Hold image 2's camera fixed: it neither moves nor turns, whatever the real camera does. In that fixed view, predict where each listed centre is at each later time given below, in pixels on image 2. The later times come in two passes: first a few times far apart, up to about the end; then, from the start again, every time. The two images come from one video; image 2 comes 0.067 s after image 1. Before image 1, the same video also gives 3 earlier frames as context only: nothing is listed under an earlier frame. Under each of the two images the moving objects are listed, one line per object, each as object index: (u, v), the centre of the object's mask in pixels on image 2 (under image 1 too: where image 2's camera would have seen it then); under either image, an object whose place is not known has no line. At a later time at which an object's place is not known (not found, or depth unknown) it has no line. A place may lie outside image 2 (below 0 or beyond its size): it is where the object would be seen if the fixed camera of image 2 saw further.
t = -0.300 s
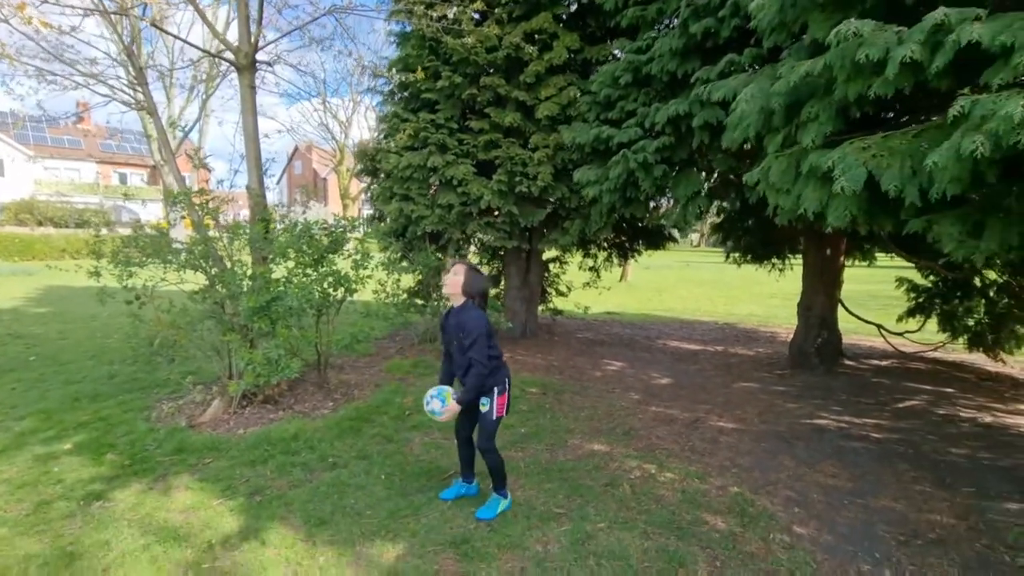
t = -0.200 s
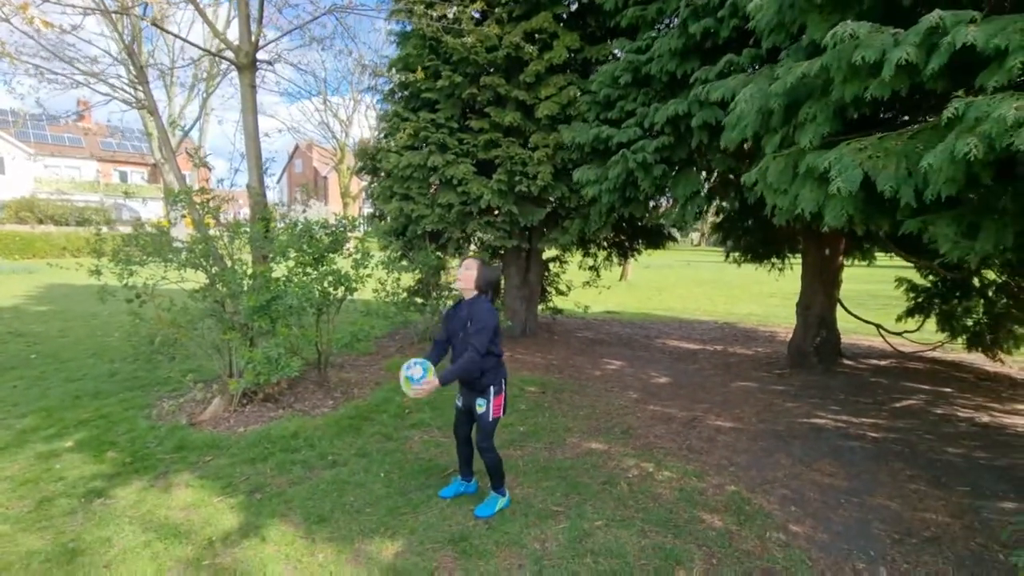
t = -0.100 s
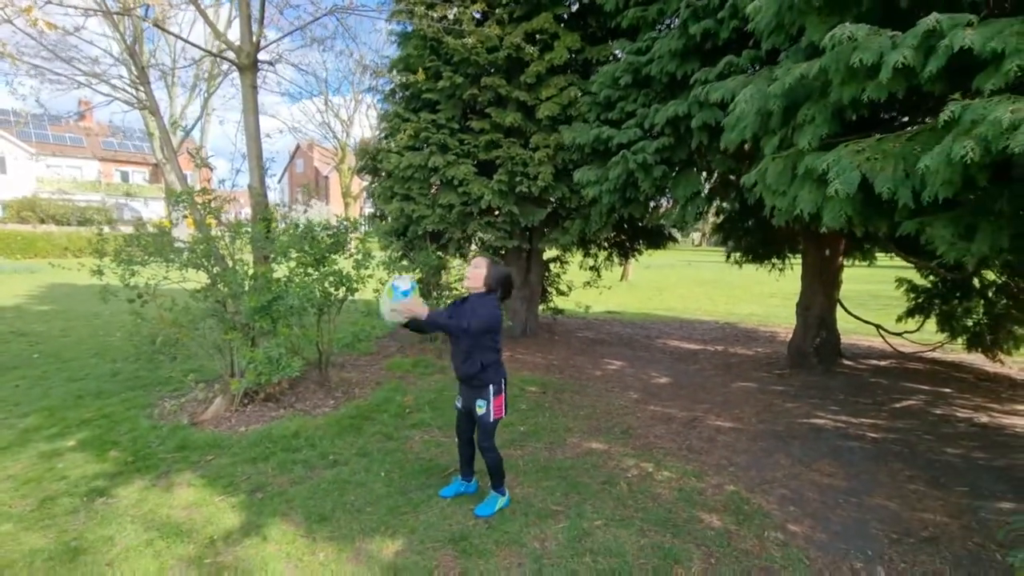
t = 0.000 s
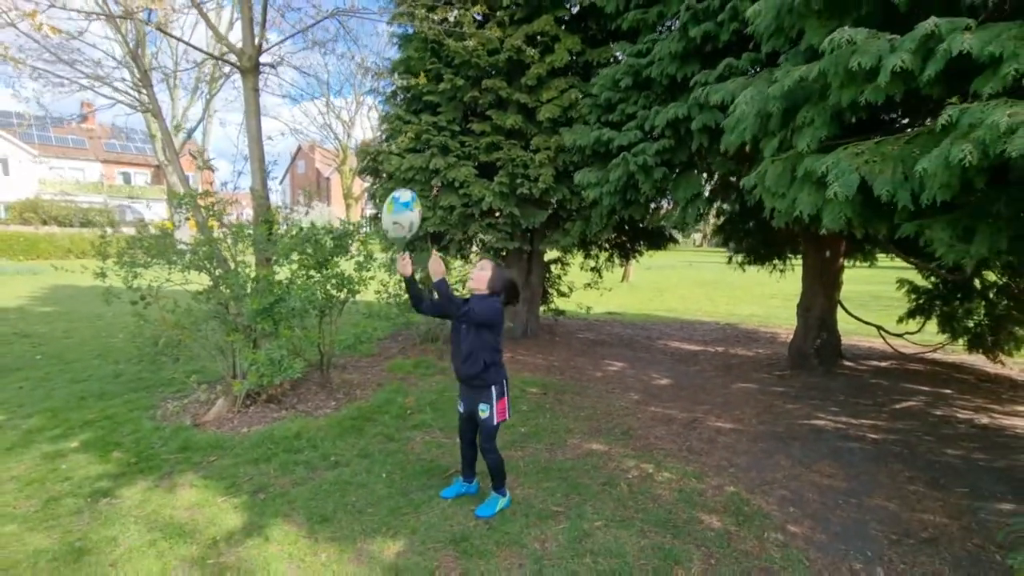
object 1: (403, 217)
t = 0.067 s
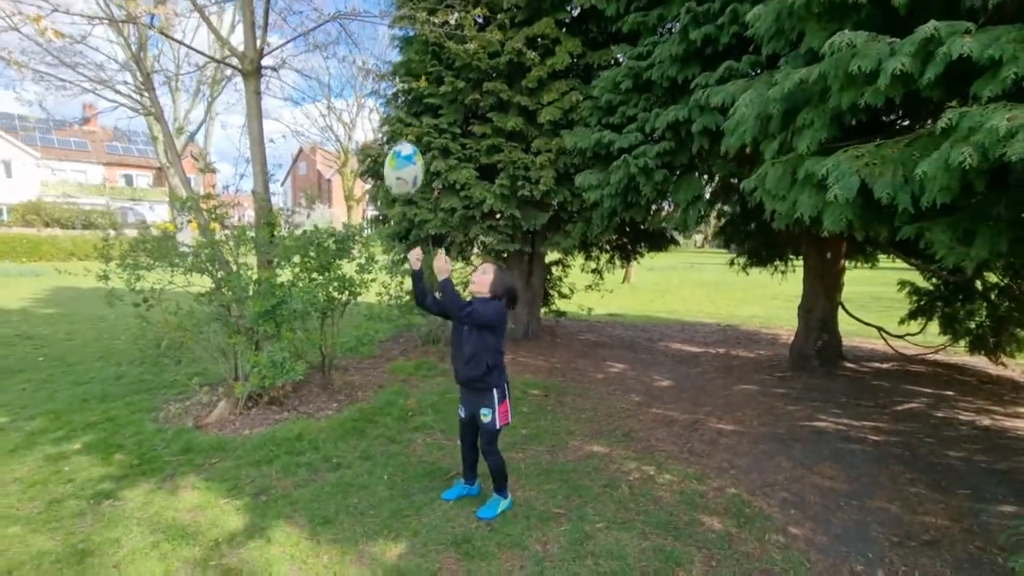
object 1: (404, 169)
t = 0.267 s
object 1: (410, 87)
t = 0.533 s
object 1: (419, 114)
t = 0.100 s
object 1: (404, 149)
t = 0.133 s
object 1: (405, 132)
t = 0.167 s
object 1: (406, 116)
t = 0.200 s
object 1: (407, 104)
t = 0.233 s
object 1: (409, 94)
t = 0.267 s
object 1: (410, 87)
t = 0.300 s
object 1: (411, 83)
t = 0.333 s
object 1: (412, 81)
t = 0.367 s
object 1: (413, 80)
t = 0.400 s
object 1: (414, 82)
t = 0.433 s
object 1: (416, 86)
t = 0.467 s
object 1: (416, 93)
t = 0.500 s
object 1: (417, 102)
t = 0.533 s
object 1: (419, 114)
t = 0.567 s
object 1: (420, 129)
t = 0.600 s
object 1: (421, 146)
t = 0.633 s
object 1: (422, 164)
